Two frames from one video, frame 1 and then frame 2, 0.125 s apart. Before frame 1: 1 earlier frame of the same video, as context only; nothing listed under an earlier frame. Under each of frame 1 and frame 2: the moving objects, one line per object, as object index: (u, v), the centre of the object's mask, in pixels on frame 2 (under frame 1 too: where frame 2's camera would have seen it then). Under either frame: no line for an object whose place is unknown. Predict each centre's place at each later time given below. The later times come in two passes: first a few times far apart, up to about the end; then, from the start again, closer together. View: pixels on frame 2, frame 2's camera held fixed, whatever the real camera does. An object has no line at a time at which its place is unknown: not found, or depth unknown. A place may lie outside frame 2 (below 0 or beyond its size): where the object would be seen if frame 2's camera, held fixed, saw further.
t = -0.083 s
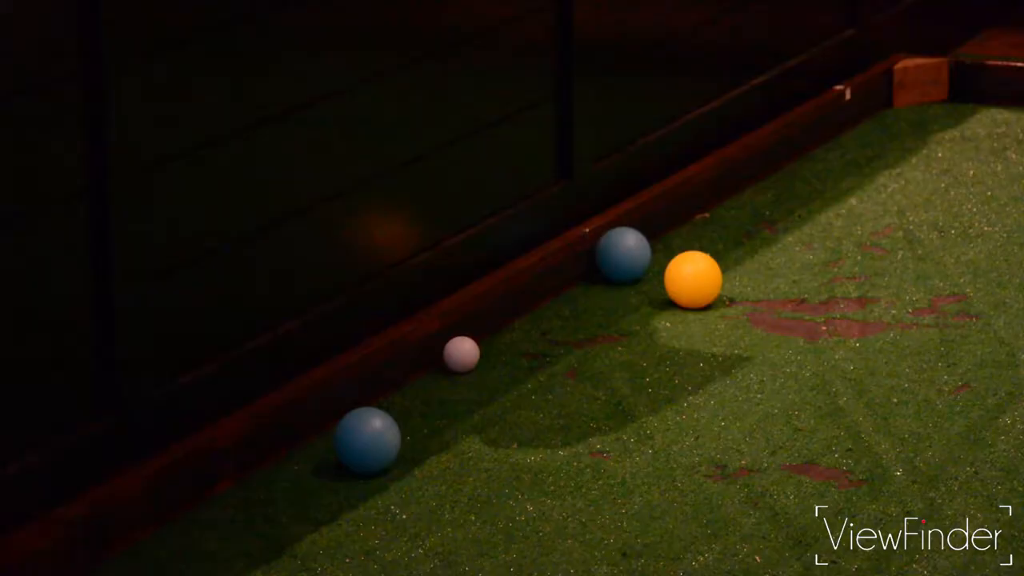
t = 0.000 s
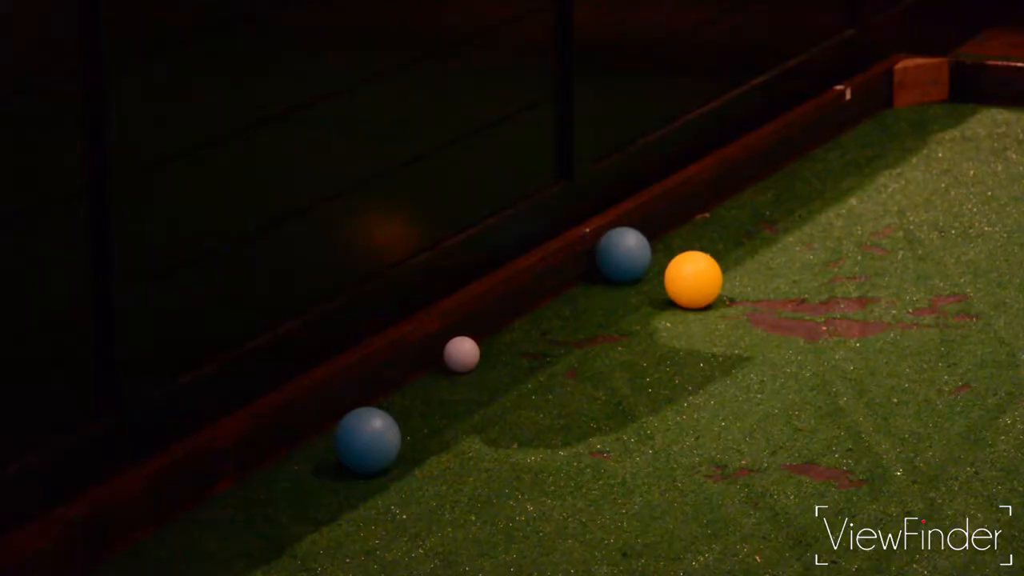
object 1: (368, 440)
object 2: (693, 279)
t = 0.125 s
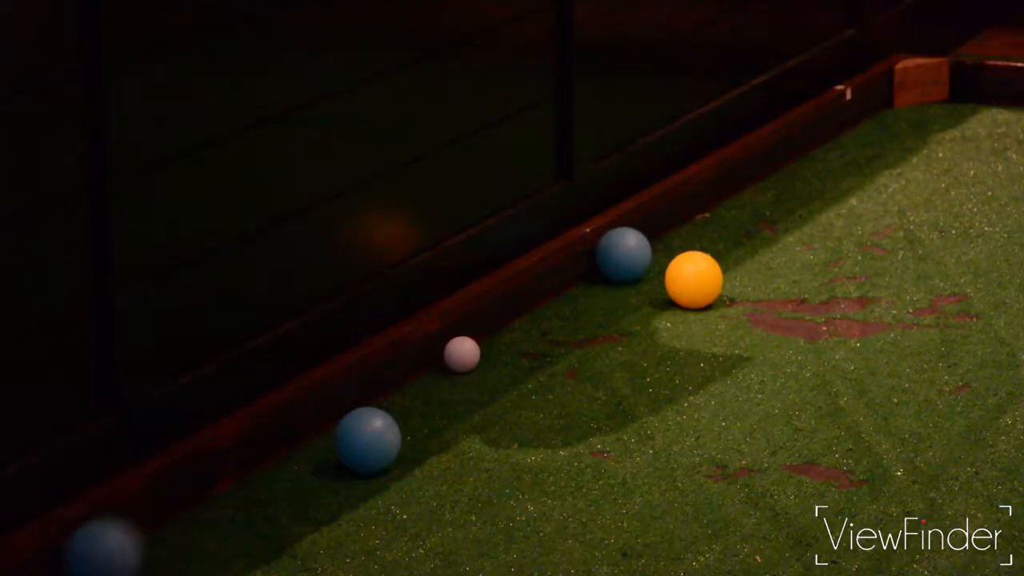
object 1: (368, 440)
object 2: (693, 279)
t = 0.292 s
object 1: (368, 440)
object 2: (693, 279)
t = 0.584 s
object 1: (401, 439)
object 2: (693, 279)
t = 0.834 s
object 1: (451, 437)
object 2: (693, 280)
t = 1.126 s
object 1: (492, 434)
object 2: (693, 279)
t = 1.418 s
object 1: (522, 431)
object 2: (693, 280)
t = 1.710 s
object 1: (537, 428)
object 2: (699, 272)
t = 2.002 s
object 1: (536, 427)
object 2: (688, 270)
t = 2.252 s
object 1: (536, 427)
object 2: (696, 270)
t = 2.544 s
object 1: (537, 428)
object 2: (695, 269)
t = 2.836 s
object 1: (537, 428)
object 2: (695, 270)
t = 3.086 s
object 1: (537, 428)
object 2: (695, 270)
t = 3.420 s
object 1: (536, 427)
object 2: (694, 270)
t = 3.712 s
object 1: (536, 427)
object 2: (694, 270)
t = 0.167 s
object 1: (368, 440)
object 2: (693, 279)
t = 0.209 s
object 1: (368, 440)
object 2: (693, 279)
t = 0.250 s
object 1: (368, 440)
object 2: (693, 279)
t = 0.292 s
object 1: (368, 440)
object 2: (693, 279)
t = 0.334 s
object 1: (368, 440)
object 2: (693, 280)
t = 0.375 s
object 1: (368, 440)
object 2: (693, 279)
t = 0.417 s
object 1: (368, 440)
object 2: (693, 279)
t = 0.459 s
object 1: (368, 440)
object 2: (693, 279)
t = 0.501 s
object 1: (378, 439)
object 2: (693, 279)
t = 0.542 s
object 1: (391, 439)
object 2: (693, 279)
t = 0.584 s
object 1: (401, 439)
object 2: (693, 279)
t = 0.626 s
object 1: (412, 439)
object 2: (693, 279)
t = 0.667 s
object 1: (421, 439)
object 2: (693, 280)
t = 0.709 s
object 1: (429, 438)
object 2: (693, 280)
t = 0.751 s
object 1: (437, 437)
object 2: (693, 280)
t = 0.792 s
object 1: (444, 437)
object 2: (693, 280)
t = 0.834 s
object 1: (451, 437)
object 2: (693, 280)
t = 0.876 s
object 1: (458, 437)
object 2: (693, 280)
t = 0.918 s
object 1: (465, 436)
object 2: (693, 279)
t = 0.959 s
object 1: (471, 436)
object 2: (693, 279)
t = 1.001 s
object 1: (477, 435)
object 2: (693, 279)
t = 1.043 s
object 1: (483, 435)
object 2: (693, 280)
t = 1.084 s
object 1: (488, 435)
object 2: (693, 279)
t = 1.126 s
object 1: (492, 434)
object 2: (693, 279)
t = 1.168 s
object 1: (497, 434)
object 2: (693, 279)
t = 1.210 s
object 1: (502, 433)
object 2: (693, 280)
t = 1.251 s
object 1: (507, 433)
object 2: (693, 280)
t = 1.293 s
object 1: (511, 432)
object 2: (693, 280)
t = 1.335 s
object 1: (515, 432)
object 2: (693, 280)
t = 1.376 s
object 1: (519, 431)
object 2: (693, 280)
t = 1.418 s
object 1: (522, 431)
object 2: (693, 280)
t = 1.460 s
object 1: (525, 430)
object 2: (693, 280)
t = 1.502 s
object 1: (527, 430)
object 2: (693, 280)
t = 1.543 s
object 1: (530, 429)
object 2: (693, 280)
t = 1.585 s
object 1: (532, 429)
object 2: (694, 279)
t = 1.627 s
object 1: (535, 429)
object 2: (696, 277)
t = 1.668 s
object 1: (536, 428)
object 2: (698, 275)
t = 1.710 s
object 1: (537, 428)
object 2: (699, 272)
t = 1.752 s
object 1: (538, 428)
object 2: (699, 269)
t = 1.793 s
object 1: (538, 428)
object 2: (696, 266)
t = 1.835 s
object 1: (538, 428)
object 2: (689, 264)
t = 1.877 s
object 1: (538, 428)
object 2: (686, 266)
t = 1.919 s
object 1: (537, 428)
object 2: (685, 268)
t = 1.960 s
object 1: (537, 428)
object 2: (687, 269)
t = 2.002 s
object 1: (536, 427)
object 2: (688, 270)
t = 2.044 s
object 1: (536, 427)
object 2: (690, 270)
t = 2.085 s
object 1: (536, 427)
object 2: (692, 270)
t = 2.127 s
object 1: (536, 427)
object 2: (694, 271)
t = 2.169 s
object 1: (536, 428)
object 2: (696, 270)
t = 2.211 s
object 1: (536, 427)
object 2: (696, 270)
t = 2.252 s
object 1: (536, 427)
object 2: (696, 270)
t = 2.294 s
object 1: (536, 427)
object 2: (696, 269)
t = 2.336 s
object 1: (536, 427)
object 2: (696, 269)
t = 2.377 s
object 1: (536, 428)
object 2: (696, 269)
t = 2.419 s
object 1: (536, 428)
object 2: (696, 269)
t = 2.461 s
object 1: (537, 428)
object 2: (696, 269)
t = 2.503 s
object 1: (537, 428)
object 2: (696, 269)
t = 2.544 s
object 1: (537, 428)
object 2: (695, 269)
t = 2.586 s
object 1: (537, 428)
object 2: (695, 270)
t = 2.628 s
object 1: (537, 428)
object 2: (695, 270)
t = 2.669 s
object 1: (537, 428)
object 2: (695, 270)
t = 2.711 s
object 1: (537, 428)
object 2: (695, 270)
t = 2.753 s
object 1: (537, 428)
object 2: (695, 270)
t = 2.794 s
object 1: (537, 428)
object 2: (695, 270)
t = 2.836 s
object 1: (537, 428)
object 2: (695, 270)
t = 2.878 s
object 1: (537, 428)
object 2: (695, 270)
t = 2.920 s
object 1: (537, 428)
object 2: (695, 270)
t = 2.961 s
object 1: (537, 427)
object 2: (695, 270)
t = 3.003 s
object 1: (537, 427)
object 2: (695, 270)
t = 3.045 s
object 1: (537, 427)
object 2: (695, 270)
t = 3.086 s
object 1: (537, 428)
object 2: (695, 270)
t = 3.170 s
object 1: (537, 427)
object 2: (695, 270)
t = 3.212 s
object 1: (536, 427)
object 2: (695, 270)
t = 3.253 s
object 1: (537, 427)
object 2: (695, 270)
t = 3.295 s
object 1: (536, 427)
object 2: (695, 270)
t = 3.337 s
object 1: (536, 427)
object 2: (694, 270)
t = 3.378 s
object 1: (536, 427)
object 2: (694, 270)
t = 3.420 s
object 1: (536, 427)
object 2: (694, 270)
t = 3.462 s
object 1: (536, 427)
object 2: (694, 270)
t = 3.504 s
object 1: (536, 427)
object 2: (694, 270)
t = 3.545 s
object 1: (536, 427)
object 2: (694, 270)
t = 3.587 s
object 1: (536, 427)
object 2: (694, 270)
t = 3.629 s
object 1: (536, 427)
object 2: (694, 270)
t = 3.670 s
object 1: (536, 427)
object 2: (694, 270)
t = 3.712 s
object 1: (536, 427)
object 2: (694, 270)
